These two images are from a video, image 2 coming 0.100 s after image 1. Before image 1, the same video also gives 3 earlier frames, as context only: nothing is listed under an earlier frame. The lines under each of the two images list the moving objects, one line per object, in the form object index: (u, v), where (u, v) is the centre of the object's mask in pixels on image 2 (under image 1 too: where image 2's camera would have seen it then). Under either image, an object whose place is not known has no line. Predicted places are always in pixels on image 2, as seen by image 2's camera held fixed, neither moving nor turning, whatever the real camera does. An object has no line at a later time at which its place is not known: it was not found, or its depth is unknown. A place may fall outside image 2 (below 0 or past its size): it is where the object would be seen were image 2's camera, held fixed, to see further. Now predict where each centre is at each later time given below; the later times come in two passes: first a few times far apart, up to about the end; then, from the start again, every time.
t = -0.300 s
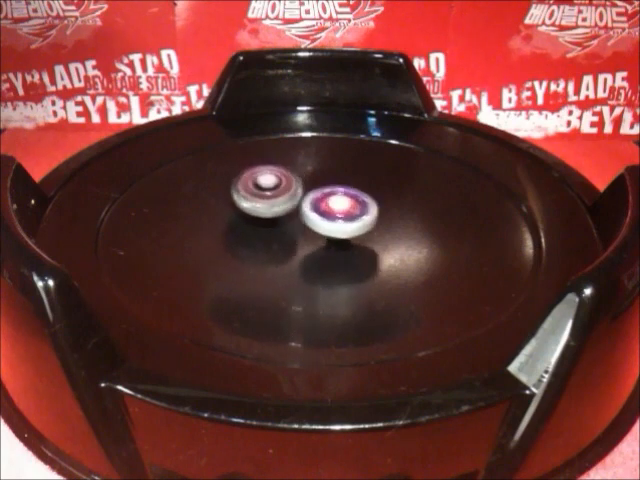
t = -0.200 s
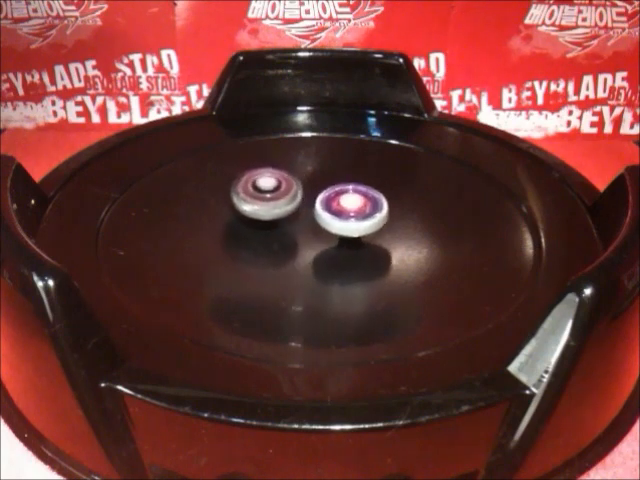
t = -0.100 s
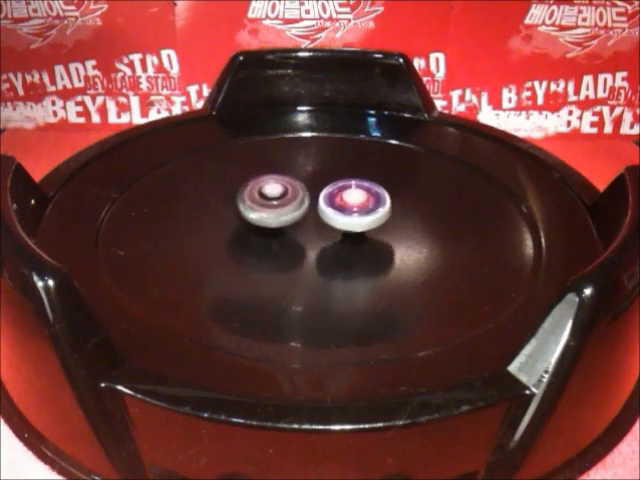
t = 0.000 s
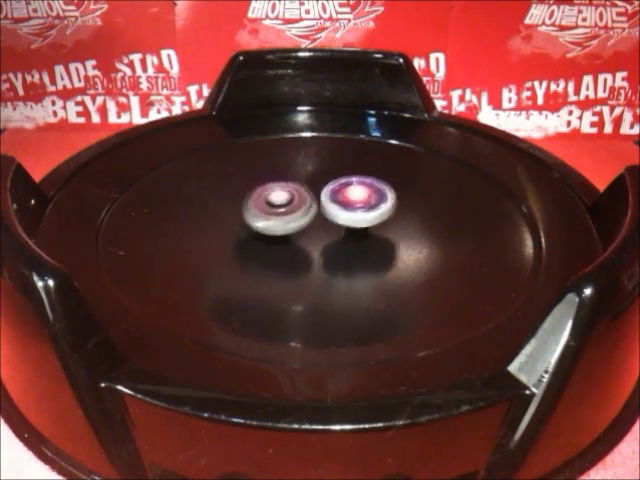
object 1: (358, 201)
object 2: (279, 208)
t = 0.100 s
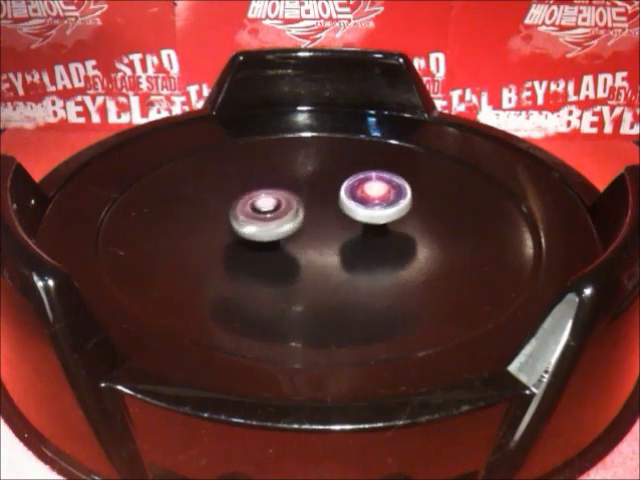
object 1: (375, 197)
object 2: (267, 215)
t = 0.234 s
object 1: (375, 192)
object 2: (274, 227)
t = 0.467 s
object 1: (361, 193)
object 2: (294, 245)
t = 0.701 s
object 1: (347, 205)
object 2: (315, 253)
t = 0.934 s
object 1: (358, 177)
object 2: (297, 293)
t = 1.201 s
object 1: (320, 185)
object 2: (328, 294)
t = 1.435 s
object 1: (296, 205)
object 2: (343, 279)
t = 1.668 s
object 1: (286, 225)
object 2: (349, 256)
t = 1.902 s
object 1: (256, 221)
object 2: (399, 240)
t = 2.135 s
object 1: (260, 233)
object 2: (409, 213)
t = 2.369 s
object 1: (280, 238)
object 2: (407, 193)
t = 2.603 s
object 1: (308, 233)
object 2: (391, 183)
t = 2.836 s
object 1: (325, 219)
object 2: (366, 183)
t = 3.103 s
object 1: (298, 232)
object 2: (354, 168)
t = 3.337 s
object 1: (320, 235)
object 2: (324, 171)
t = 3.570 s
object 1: (334, 229)
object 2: (297, 183)
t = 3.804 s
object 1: (341, 224)
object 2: (272, 196)
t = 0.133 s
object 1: (376, 195)
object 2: (268, 218)
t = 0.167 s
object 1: (376, 194)
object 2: (270, 221)
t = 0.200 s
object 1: (376, 193)
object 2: (272, 224)
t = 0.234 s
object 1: (375, 192)
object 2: (274, 227)
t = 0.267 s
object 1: (374, 191)
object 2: (276, 230)
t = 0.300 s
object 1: (372, 191)
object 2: (279, 233)
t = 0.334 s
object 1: (370, 191)
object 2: (282, 235)
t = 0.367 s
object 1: (368, 191)
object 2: (284, 238)
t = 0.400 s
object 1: (366, 191)
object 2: (287, 240)
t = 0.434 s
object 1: (364, 192)
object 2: (290, 242)
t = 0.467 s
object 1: (361, 193)
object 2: (294, 245)
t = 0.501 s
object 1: (358, 194)
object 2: (297, 246)
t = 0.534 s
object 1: (356, 195)
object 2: (300, 248)
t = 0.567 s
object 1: (354, 197)
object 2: (303, 249)
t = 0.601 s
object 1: (352, 199)
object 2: (306, 250)
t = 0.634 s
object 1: (350, 201)
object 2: (309, 251)
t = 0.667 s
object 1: (348, 203)
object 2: (312, 252)
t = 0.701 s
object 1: (347, 205)
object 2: (315, 253)
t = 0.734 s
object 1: (345, 206)
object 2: (318, 254)
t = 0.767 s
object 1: (344, 208)
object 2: (320, 254)
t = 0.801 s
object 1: (343, 210)
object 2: (322, 257)
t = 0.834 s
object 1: (348, 202)
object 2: (314, 269)
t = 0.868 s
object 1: (354, 191)
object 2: (305, 281)
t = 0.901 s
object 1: (358, 182)
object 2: (299, 288)
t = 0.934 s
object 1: (358, 177)
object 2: (297, 293)
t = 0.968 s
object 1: (356, 175)
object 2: (300, 294)
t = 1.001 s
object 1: (351, 175)
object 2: (305, 296)
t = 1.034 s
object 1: (346, 176)
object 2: (310, 296)
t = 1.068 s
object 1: (340, 177)
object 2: (314, 297)
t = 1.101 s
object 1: (335, 179)
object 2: (318, 296)
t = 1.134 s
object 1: (329, 180)
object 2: (322, 295)
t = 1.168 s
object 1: (324, 183)
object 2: (325, 295)
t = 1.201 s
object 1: (320, 185)
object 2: (328, 294)
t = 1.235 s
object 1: (315, 188)
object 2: (331, 292)
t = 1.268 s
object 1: (312, 190)
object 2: (334, 290)
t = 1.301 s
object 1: (308, 192)
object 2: (336, 288)
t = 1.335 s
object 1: (304, 196)
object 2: (339, 287)
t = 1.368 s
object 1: (301, 198)
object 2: (341, 284)
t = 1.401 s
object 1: (298, 202)
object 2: (342, 282)
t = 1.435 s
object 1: (296, 205)
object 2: (343, 279)
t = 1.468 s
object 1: (293, 208)
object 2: (344, 276)
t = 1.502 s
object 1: (292, 211)
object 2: (346, 273)
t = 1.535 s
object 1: (290, 214)
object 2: (347, 269)
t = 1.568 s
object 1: (289, 217)
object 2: (347, 266)
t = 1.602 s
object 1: (289, 219)
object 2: (347, 262)
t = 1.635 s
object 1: (288, 223)
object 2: (348, 259)
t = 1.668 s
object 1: (286, 225)
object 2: (349, 256)
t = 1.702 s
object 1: (277, 220)
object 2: (370, 258)
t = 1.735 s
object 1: (269, 217)
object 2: (382, 258)
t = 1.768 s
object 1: (264, 215)
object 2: (387, 256)
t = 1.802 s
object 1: (261, 216)
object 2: (391, 253)
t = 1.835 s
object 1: (259, 217)
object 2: (394, 248)
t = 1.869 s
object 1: (257, 219)
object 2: (397, 244)
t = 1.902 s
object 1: (256, 221)
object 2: (399, 240)
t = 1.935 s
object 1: (255, 223)
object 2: (401, 236)
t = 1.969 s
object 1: (255, 225)
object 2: (403, 231)
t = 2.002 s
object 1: (255, 227)
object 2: (404, 227)
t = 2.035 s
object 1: (256, 229)
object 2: (406, 224)
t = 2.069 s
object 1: (257, 230)
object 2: (407, 220)
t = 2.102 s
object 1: (258, 232)
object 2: (408, 217)
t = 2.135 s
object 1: (260, 233)
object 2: (409, 213)
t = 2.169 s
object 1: (262, 234)
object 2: (409, 210)
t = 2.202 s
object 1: (264, 235)
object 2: (409, 206)
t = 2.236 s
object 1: (267, 236)
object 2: (409, 204)
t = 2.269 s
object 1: (269, 236)
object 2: (409, 201)
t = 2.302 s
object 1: (273, 237)
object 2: (408, 198)
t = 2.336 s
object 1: (276, 237)
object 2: (408, 195)
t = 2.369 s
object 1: (280, 238)
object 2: (407, 193)
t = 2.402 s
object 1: (283, 238)
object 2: (405, 190)
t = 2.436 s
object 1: (287, 238)
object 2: (403, 188)
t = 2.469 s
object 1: (291, 237)
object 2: (401, 187)
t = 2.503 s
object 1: (296, 236)
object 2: (399, 185)
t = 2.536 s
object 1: (300, 236)
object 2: (396, 184)
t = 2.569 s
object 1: (304, 234)
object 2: (394, 184)
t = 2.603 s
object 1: (308, 233)
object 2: (391, 183)
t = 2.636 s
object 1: (311, 231)
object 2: (387, 182)
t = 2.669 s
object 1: (314, 229)
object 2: (384, 182)
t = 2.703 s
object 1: (317, 227)
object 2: (380, 182)
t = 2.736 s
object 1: (320, 225)
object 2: (377, 183)
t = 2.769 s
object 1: (322, 223)
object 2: (373, 183)
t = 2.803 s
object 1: (324, 221)
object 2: (369, 183)
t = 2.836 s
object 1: (325, 219)
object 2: (366, 183)
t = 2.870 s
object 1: (323, 219)
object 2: (364, 181)
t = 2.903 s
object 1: (320, 219)
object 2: (362, 180)
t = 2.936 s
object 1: (319, 219)
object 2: (359, 180)
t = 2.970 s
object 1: (318, 218)
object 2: (355, 180)
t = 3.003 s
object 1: (315, 220)
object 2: (353, 179)
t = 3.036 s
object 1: (306, 226)
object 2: (356, 173)
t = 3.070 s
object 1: (300, 230)
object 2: (357, 169)
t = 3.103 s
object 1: (298, 232)
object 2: (354, 168)
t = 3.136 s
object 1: (300, 234)
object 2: (350, 168)
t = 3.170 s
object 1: (303, 234)
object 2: (346, 168)
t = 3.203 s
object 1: (306, 235)
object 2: (342, 168)
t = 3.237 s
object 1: (310, 235)
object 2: (337, 169)
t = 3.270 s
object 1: (313, 235)
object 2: (332, 169)
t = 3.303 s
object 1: (317, 235)
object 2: (328, 170)
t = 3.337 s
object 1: (320, 235)
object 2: (324, 171)
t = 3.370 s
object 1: (322, 234)
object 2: (319, 172)
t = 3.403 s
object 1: (325, 233)
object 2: (315, 173)
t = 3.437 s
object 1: (328, 233)
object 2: (311, 175)
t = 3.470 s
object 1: (330, 232)
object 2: (308, 177)
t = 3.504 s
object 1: (332, 231)
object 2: (304, 179)
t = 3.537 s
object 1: (333, 230)
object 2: (300, 181)
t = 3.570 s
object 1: (334, 229)
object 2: (297, 183)
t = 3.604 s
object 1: (335, 228)
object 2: (294, 185)
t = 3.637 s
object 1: (336, 227)
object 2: (291, 187)
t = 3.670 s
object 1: (337, 226)
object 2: (287, 189)
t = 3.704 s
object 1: (337, 224)
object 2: (284, 192)
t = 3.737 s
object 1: (337, 223)
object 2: (281, 194)
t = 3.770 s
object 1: (336, 224)
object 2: (278, 196)
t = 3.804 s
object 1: (341, 224)
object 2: (272, 196)
